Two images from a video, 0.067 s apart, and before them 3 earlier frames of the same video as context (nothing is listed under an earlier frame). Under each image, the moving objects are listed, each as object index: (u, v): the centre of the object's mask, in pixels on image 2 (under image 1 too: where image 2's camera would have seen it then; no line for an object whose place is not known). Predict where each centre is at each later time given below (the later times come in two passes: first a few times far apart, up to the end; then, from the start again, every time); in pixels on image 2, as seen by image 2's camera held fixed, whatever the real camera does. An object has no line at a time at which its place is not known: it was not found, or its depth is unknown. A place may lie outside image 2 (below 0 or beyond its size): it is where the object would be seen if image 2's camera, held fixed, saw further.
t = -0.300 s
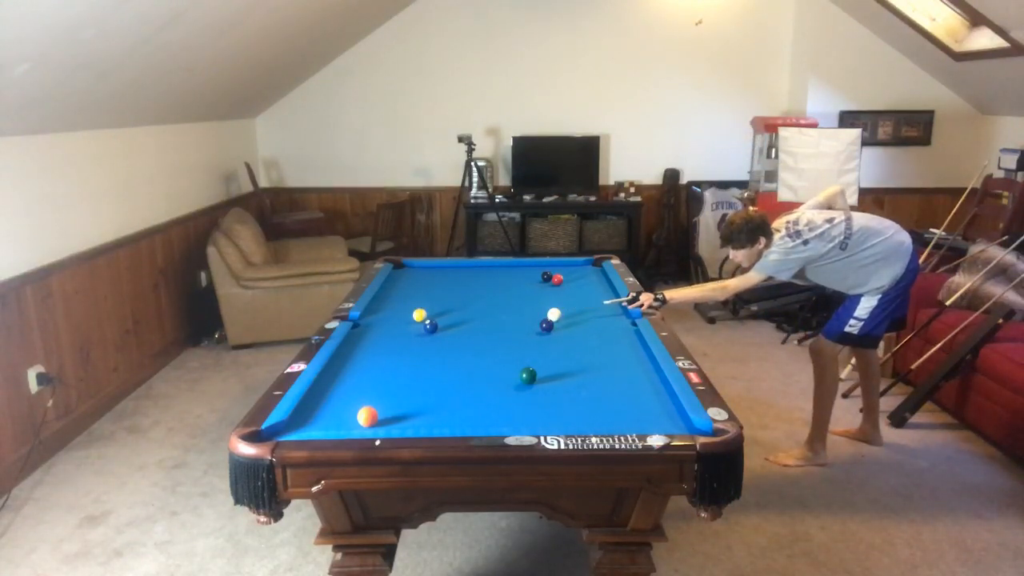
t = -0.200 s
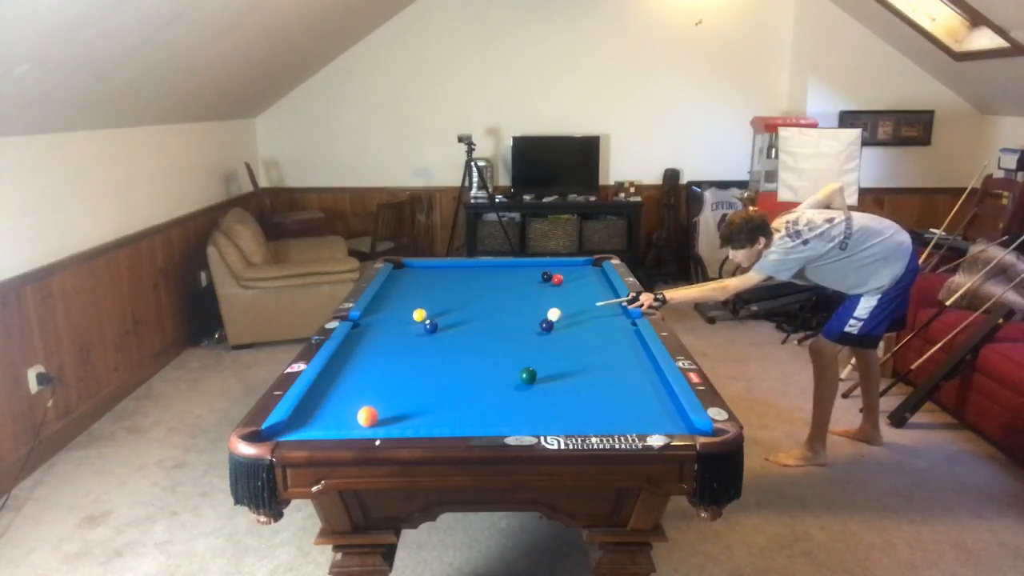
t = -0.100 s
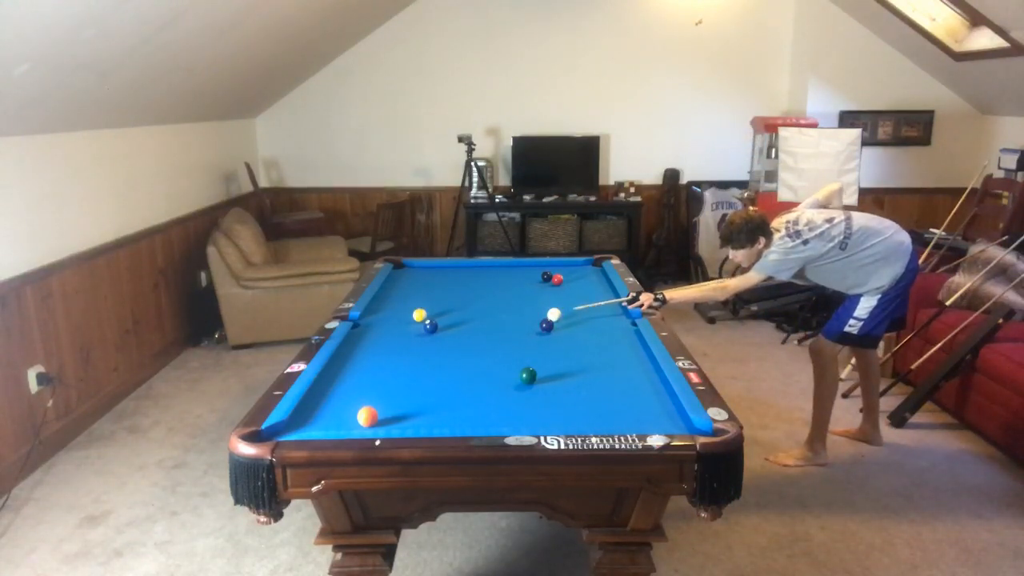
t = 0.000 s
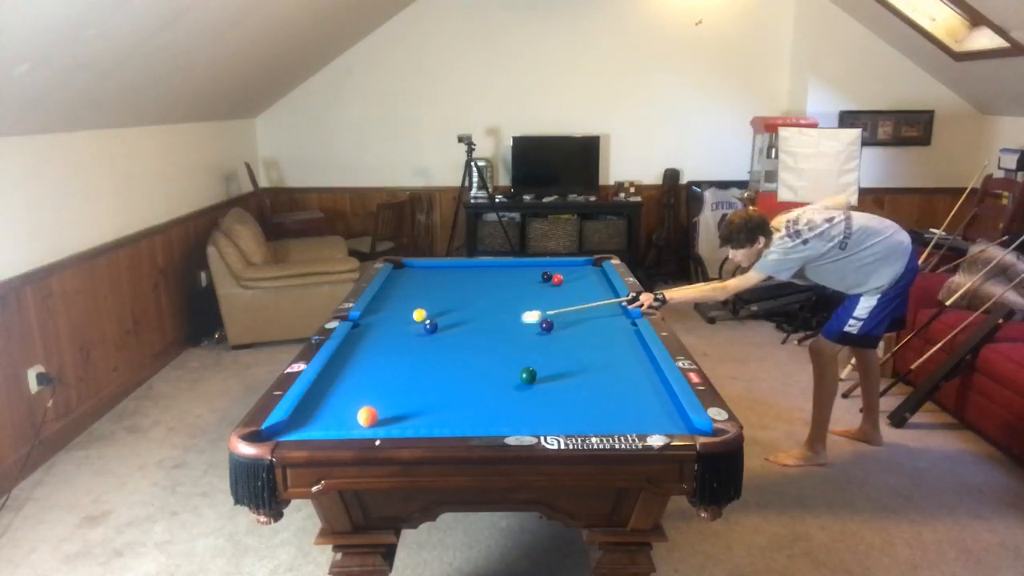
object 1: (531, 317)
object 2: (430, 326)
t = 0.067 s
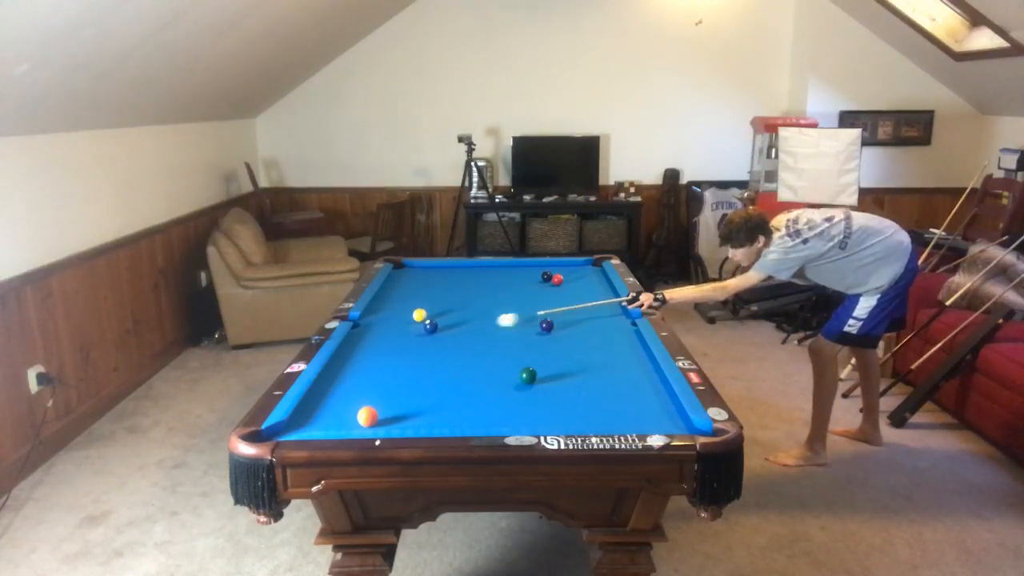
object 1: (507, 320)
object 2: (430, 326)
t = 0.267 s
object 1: (439, 330)
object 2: (424, 328)
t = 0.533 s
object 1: (387, 349)
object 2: (374, 321)
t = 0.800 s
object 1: (331, 369)
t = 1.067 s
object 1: (351, 387)
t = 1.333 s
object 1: (373, 404)
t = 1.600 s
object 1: (409, 414)
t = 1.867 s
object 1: (446, 420)
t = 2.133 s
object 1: (483, 423)
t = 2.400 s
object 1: (516, 420)
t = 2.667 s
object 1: (547, 417)
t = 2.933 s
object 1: (574, 413)
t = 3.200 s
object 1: (600, 409)
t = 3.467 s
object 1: (622, 406)
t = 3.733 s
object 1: (642, 402)
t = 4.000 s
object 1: (660, 399)
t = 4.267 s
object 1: (661, 396)
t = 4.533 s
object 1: (650, 394)
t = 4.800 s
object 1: (642, 393)
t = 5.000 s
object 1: (636, 392)
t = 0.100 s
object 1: (495, 321)
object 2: (430, 326)
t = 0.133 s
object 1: (482, 323)
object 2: (430, 326)
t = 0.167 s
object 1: (470, 324)
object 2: (430, 326)
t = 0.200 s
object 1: (457, 326)
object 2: (430, 326)
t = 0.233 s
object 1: (445, 327)
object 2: (429, 326)
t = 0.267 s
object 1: (439, 330)
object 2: (424, 328)
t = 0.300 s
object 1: (434, 332)
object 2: (415, 325)
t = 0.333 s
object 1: (428, 334)
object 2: (408, 324)
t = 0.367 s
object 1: (421, 337)
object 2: (402, 324)
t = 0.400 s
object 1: (415, 339)
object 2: (396, 323)
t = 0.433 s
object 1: (408, 341)
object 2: (391, 323)
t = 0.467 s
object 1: (401, 344)
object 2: (386, 322)
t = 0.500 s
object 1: (394, 346)
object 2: (380, 322)
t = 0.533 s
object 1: (387, 349)
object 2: (374, 321)
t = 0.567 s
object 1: (380, 351)
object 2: (367, 321)
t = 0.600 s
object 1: (373, 354)
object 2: (361, 322)
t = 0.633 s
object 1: (365, 356)
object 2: (358, 321)
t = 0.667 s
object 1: (357, 359)
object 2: (354, 320)
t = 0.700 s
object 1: (349, 362)
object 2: (355, 324)
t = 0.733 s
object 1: (341, 364)
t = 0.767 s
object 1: (334, 367)
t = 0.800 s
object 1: (331, 369)
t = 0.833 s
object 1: (334, 372)
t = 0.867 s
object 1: (336, 374)
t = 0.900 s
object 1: (339, 376)
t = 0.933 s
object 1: (341, 378)
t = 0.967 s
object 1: (344, 381)
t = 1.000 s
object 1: (346, 383)
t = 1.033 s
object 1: (349, 385)
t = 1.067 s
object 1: (351, 387)
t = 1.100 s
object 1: (354, 390)
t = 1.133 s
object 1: (356, 392)
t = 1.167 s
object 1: (359, 395)
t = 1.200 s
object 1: (362, 397)
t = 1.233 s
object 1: (364, 399)
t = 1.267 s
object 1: (367, 401)
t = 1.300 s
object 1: (370, 402)
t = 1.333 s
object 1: (373, 404)
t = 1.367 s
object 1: (377, 406)
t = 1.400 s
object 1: (381, 409)
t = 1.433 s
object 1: (385, 410)
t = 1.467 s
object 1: (390, 411)
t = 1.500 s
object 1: (395, 412)
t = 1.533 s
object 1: (400, 413)
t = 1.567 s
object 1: (405, 414)
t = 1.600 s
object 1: (409, 414)
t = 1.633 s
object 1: (414, 415)
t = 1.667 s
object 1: (418, 416)
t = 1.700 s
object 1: (423, 417)
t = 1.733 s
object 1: (427, 418)
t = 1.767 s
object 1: (432, 419)
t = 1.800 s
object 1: (436, 419)
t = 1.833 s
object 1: (441, 420)
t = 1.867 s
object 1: (446, 420)
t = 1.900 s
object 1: (450, 421)
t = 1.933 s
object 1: (455, 421)
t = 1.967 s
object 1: (459, 422)
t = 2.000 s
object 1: (464, 422)
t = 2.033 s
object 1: (469, 423)
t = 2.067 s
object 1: (474, 423)
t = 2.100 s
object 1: (478, 423)
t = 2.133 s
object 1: (483, 423)
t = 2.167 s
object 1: (487, 422)
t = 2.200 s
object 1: (491, 422)
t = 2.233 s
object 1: (495, 422)
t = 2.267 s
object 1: (500, 421)
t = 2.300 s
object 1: (504, 421)
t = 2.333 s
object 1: (508, 421)
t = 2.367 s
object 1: (512, 420)
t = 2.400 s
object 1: (516, 420)
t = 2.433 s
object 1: (520, 420)
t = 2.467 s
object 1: (524, 419)
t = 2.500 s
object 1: (528, 419)
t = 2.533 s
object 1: (532, 419)
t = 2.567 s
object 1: (535, 418)
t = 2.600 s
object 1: (539, 418)
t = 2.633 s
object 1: (543, 417)
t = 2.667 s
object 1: (547, 417)
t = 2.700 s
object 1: (550, 416)
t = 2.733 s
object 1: (554, 416)
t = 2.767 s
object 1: (557, 415)
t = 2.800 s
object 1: (561, 415)
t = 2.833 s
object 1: (564, 414)
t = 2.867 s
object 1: (568, 414)
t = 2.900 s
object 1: (571, 414)
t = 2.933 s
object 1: (574, 413)
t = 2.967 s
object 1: (578, 413)
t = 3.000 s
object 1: (581, 412)
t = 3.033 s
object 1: (584, 411)
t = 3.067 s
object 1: (587, 411)
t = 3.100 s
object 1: (591, 411)
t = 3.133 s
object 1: (593, 410)
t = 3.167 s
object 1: (596, 410)
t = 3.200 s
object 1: (600, 409)
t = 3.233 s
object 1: (603, 409)
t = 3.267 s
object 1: (606, 408)
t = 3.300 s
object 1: (608, 408)
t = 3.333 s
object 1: (611, 407)
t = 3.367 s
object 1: (614, 407)
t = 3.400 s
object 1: (617, 406)
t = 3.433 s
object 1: (619, 406)
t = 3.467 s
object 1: (622, 406)
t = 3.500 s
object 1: (625, 405)
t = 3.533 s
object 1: (628, 405)
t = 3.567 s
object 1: (630, 404)
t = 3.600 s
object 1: (632, 404)
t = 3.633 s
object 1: (635, 403)
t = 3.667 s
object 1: (637, 403)
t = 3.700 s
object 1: (640, 403)
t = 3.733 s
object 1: (642, 402)
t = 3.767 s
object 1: (644, 402)
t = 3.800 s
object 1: (647, 401)
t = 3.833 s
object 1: (649, 401)
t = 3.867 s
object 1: (651, 401)
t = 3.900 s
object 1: (654, 400)
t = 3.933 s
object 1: (656, 400)
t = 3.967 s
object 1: (658, 399)
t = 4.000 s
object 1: (660, 399)
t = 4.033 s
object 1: (662, 399)
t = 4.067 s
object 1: (664, 398)
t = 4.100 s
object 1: (666, 398)
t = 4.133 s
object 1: (667, 398)
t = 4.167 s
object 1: (666, 397)
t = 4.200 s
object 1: (665, 397)
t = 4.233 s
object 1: (663, 397)
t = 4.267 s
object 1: (661, 396)
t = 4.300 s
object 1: (660, 396)
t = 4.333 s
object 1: (658, 396)
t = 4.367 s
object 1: (657, 396)
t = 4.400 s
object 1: (655, 395)
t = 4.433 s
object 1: (655, 395)
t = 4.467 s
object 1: (653, 395)
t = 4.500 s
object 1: (652, 395)
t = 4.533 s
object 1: (650, 394)
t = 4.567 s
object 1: (649, 394)
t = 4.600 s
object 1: (648, 394)
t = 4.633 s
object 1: (647, 394)
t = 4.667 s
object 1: (646, 394)
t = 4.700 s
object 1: (645, 394)
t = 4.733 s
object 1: (643, 393)
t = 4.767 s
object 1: (643, 393)
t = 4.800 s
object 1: (642, 393)
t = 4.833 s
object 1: (641, 393)
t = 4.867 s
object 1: (640, 393)
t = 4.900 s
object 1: (639, 392)
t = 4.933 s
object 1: (638, 392)
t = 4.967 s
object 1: (637, 392)
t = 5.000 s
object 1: (636, 392)
